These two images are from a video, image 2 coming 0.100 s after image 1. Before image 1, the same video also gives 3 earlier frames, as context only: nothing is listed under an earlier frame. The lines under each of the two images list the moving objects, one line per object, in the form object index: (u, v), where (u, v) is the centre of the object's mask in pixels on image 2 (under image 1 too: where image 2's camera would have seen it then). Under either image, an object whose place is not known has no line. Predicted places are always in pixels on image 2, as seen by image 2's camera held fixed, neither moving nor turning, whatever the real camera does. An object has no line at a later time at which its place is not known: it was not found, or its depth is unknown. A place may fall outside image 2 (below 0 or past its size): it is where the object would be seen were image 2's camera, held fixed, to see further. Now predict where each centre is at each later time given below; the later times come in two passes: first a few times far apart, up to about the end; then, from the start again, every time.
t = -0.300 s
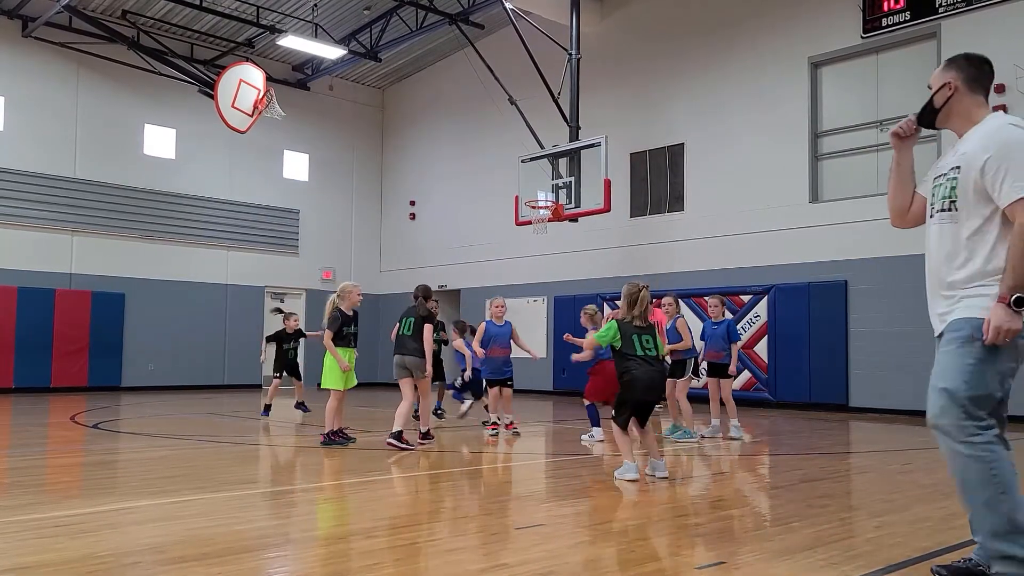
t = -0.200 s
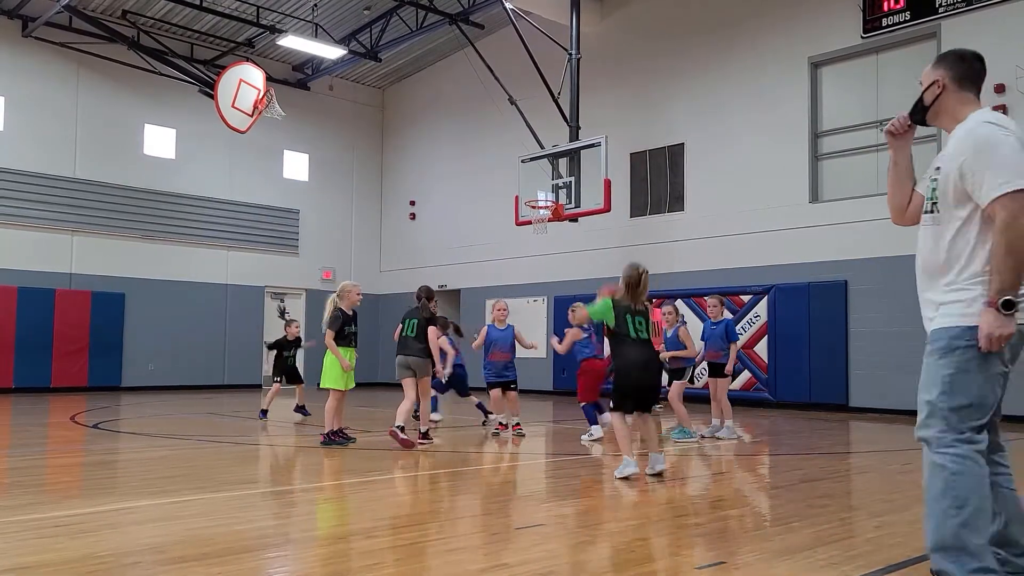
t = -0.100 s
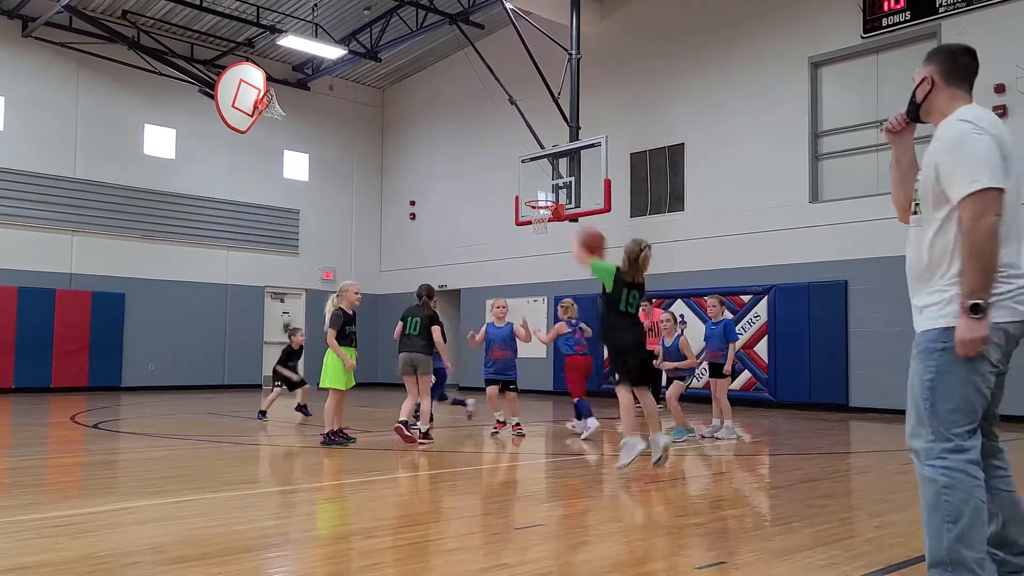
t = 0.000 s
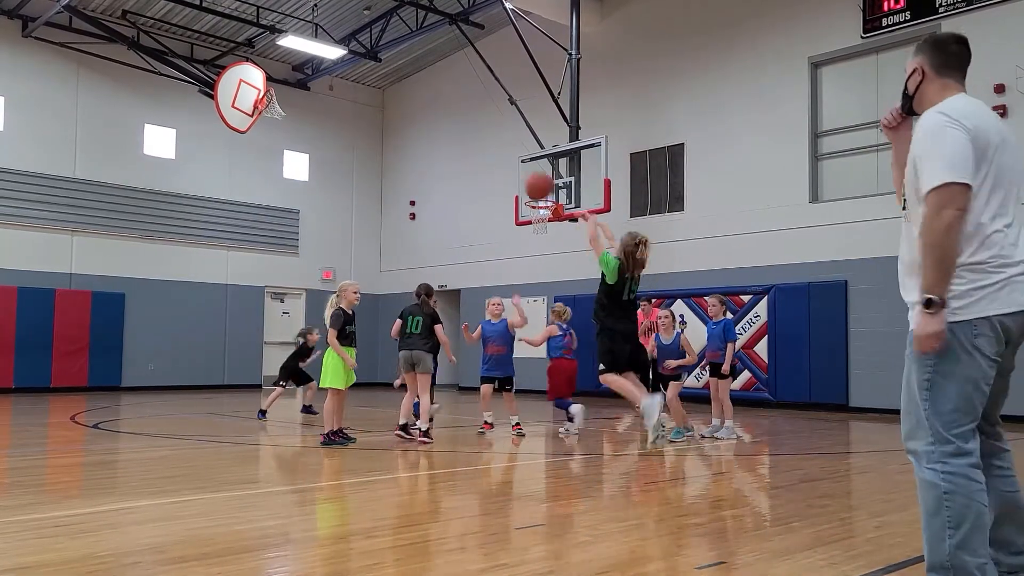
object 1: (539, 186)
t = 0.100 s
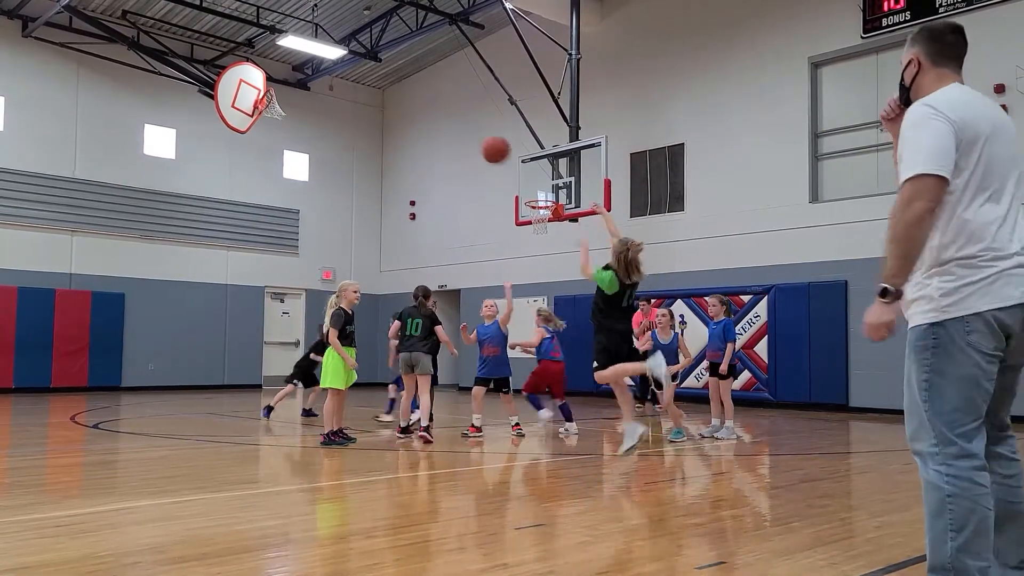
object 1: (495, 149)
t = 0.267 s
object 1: (433, 120)
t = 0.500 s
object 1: (362, 130)
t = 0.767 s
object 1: (295, 199)
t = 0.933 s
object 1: (260, 265)
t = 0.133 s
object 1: (482, 140)
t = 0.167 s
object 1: (469, 133)
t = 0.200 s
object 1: (457, 127)
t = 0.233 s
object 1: (445, 123)
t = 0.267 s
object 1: (433, 120)
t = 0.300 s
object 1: (421, 118)
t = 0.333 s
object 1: (411, 117)
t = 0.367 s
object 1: (400, 118)
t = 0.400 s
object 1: (390, 119)
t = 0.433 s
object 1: (380, 122)
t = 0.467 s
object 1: (370, 126)
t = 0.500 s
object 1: (362, 130)
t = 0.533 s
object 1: (352, 136)
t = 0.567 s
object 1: (343, 144)
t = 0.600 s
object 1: (334, 151)
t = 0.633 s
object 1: (326, 159)
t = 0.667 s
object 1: (318, 168)
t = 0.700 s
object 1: (311, 178)
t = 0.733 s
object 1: (302, 189)
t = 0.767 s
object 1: (295, 199)
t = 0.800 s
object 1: (287, 211)
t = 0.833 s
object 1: (280, 223)
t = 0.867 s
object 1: (273, 236)
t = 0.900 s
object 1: (266, 251)
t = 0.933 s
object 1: (260, 265)
